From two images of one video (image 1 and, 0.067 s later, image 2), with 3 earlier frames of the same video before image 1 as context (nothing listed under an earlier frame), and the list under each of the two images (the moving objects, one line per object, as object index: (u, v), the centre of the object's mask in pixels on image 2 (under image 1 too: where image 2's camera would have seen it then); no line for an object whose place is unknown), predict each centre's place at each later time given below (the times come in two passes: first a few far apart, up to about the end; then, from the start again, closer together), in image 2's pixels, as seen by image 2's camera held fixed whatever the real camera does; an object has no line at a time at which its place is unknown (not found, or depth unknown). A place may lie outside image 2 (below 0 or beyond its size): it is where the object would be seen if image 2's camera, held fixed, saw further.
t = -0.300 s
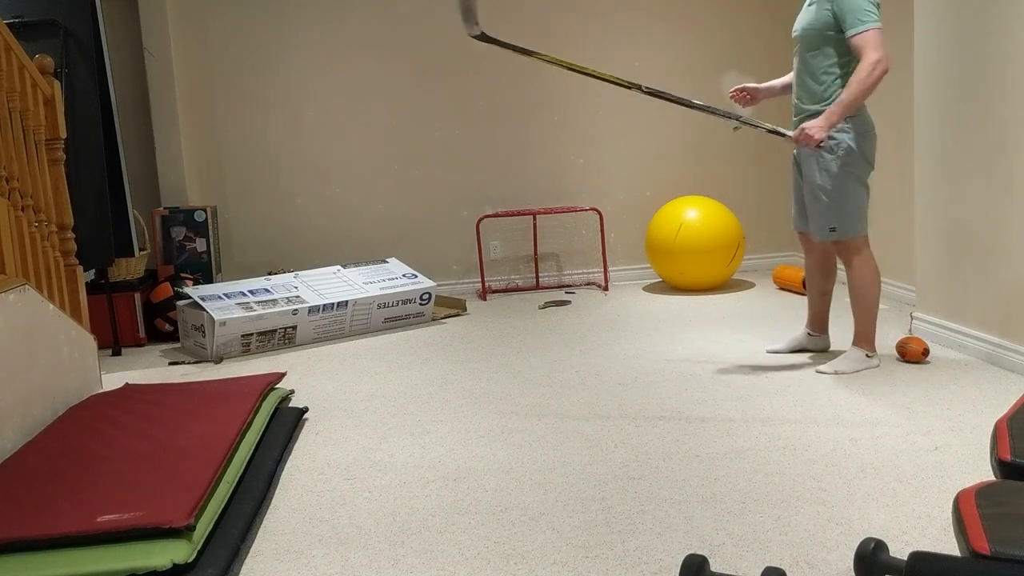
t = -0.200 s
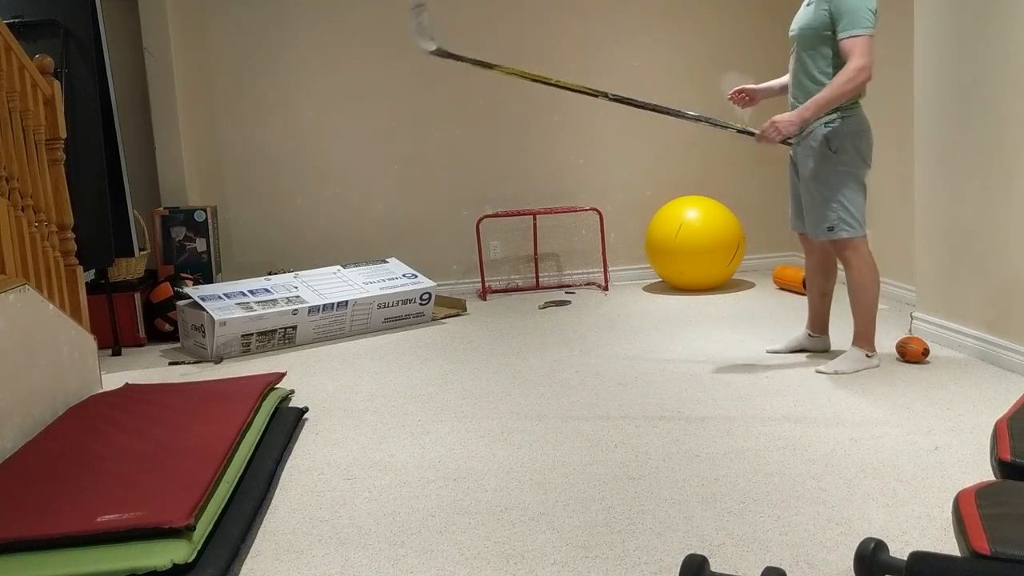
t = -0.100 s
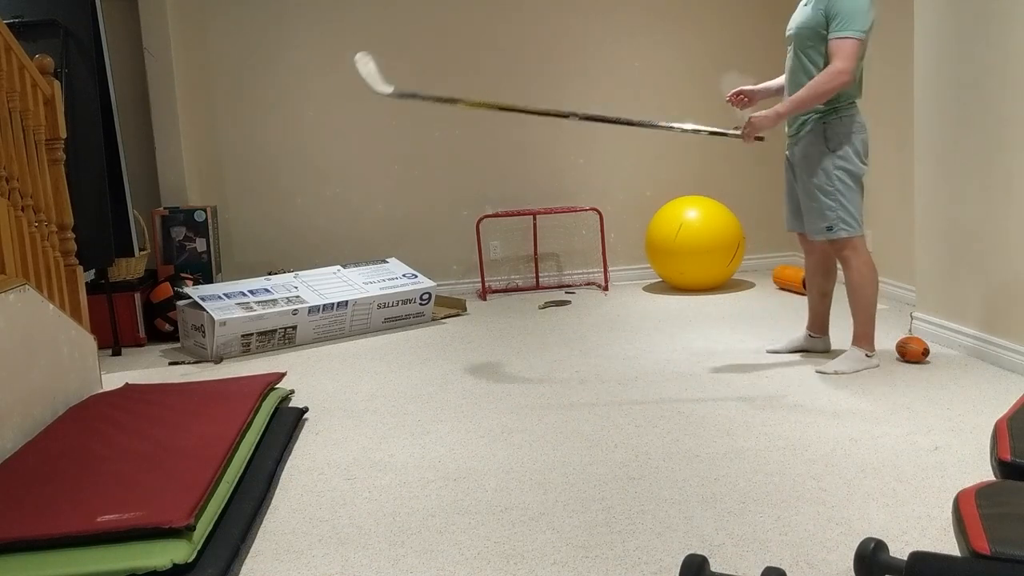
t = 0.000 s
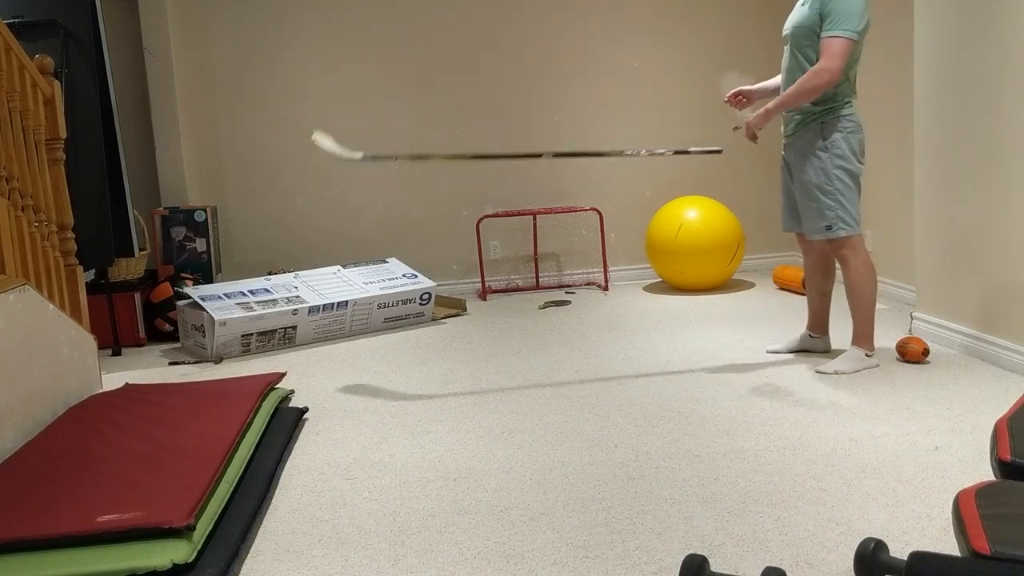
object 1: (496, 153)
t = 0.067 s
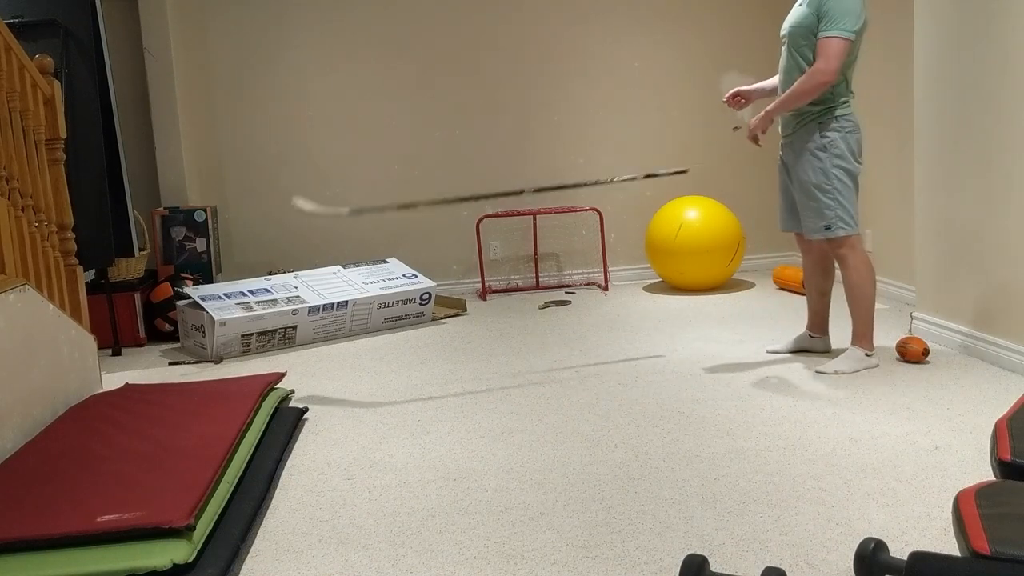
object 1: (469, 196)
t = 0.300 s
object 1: (438, 358)
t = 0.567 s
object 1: (437, 358)
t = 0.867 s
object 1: (462, 368)
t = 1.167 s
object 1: (475, 380)
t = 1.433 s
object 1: (476, 380)
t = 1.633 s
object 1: (475, 380)
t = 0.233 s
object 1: (401, 349)
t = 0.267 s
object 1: (406, 364)
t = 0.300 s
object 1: (438, 358)
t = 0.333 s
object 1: (424, 363)
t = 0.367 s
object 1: (415, 369)
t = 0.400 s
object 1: (418, 362)
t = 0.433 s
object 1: (418, 361)
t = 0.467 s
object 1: (428, 356)
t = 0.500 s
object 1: (430, 358)
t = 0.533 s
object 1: (434, 358)
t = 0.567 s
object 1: (437, 358)
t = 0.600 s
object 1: (434, 365)
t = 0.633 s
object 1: (444, 366)
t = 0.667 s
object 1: (445, 369)
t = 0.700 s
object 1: (446, 374)
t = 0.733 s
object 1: (449, 378)
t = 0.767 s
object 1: (450, 373)
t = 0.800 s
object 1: (454, 369)
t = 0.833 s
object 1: (458, 367)
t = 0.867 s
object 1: (462, 368)
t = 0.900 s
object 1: (469, 370)
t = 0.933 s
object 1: (469, 377)
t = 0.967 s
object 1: (472, 378)
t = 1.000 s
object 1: (469, 380)
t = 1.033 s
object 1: (473, 379)
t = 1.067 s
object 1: (478, 378)
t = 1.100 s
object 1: (476, 380)
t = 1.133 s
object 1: (478, 379)
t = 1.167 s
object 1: (475, 380)
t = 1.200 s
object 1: (476, 380)
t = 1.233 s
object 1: (477, 380)
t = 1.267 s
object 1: (476, 380)
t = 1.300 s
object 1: (476, 380)
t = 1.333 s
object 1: (476, 380)
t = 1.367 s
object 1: (476, 380)
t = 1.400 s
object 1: (476, 380)
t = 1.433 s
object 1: (476, 380)
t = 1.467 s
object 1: (476, 380)
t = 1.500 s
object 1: (475, 380)
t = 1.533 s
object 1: (476, 380)
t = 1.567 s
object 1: (476, 380)
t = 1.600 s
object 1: (475, 380)
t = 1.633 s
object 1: (475, 380)
